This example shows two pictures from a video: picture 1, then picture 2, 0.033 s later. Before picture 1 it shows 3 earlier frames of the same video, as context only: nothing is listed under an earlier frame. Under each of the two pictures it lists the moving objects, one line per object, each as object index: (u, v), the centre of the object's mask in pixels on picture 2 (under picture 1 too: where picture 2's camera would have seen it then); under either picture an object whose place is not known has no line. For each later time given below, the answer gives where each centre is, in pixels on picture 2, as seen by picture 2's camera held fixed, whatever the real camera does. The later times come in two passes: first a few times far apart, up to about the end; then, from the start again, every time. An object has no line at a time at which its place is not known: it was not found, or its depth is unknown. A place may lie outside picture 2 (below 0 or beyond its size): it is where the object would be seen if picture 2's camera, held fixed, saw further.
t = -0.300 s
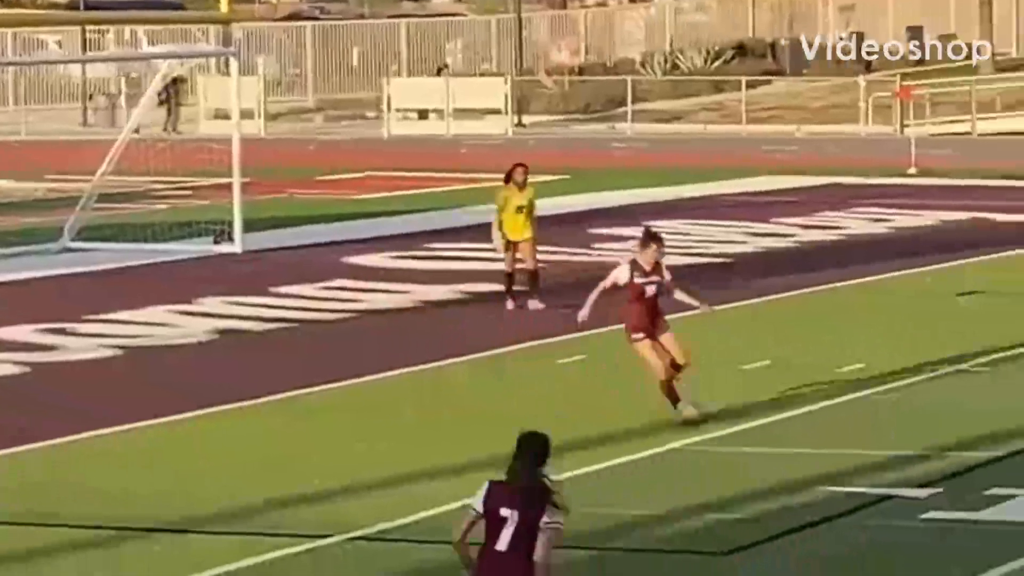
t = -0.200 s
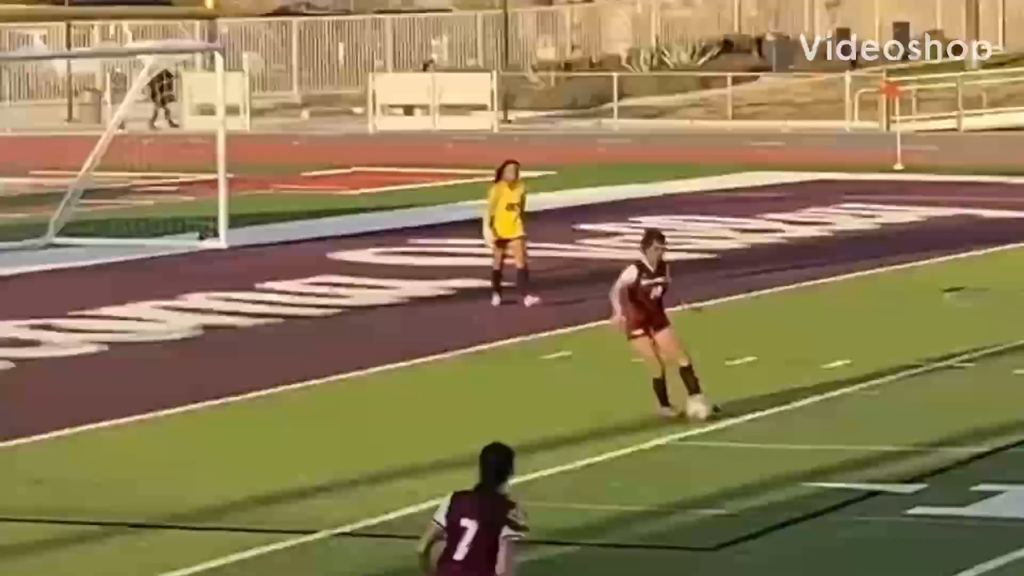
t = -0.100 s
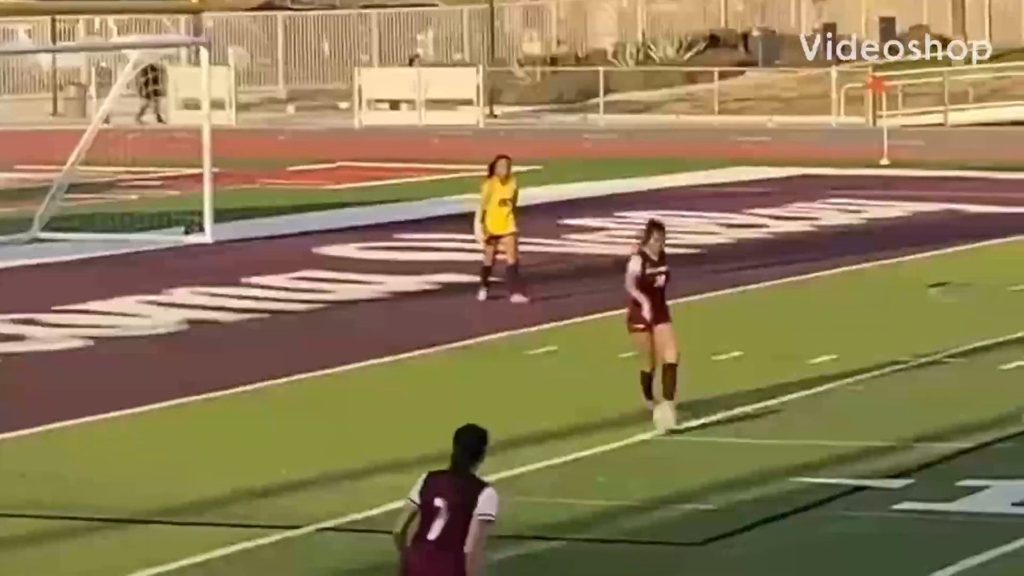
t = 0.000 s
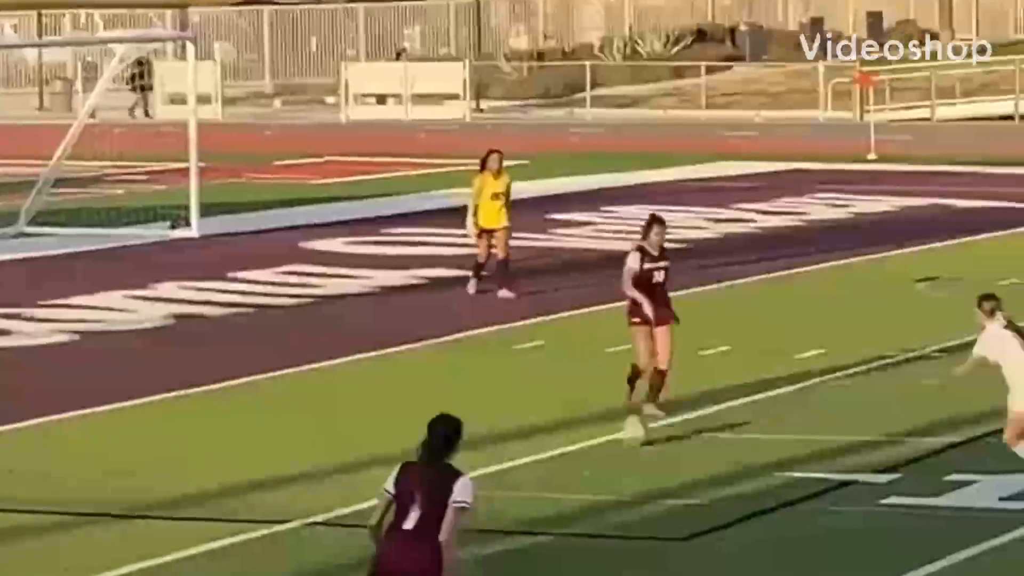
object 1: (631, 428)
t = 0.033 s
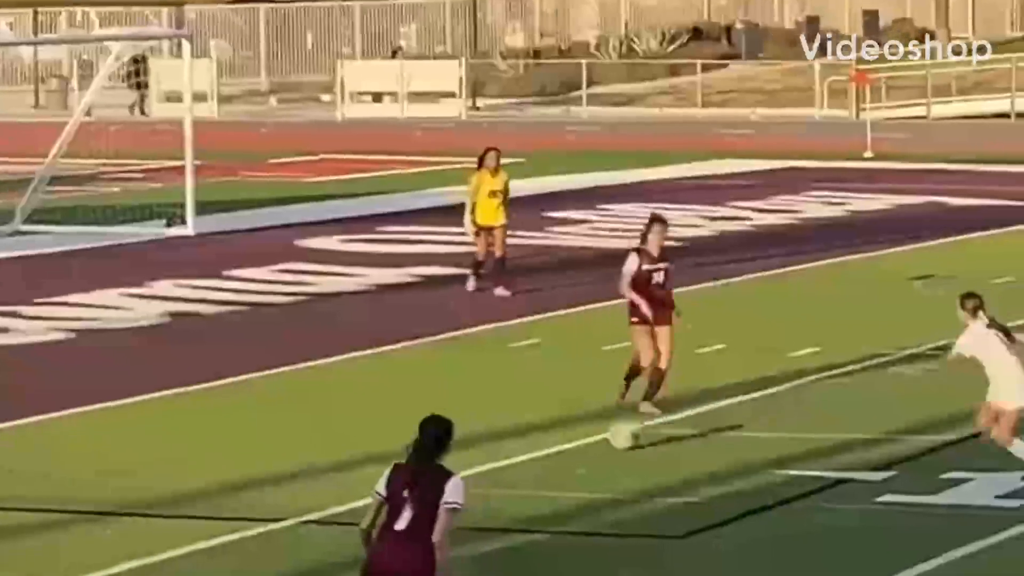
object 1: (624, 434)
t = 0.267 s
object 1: (580, 471)
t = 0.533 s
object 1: (535, 513)
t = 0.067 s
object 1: (616, 443)
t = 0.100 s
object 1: (608, 447)
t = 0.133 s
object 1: (603, 452)
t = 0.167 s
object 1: (600, 454)
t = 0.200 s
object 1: (593, 459)
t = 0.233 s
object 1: (586, 467)
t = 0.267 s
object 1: (580, 471)
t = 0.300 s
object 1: (573, 476)
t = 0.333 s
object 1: (570, 485)
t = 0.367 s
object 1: (561, 491)
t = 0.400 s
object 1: (553, 491)
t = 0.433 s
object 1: (549, 496)
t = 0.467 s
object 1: (545, 506)
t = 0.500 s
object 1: (539, 512)
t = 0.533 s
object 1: (535, 513)
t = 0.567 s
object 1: (529, 517)
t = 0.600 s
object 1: (527, 521)
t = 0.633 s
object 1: (522, 530)
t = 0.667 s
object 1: (517, 536)
